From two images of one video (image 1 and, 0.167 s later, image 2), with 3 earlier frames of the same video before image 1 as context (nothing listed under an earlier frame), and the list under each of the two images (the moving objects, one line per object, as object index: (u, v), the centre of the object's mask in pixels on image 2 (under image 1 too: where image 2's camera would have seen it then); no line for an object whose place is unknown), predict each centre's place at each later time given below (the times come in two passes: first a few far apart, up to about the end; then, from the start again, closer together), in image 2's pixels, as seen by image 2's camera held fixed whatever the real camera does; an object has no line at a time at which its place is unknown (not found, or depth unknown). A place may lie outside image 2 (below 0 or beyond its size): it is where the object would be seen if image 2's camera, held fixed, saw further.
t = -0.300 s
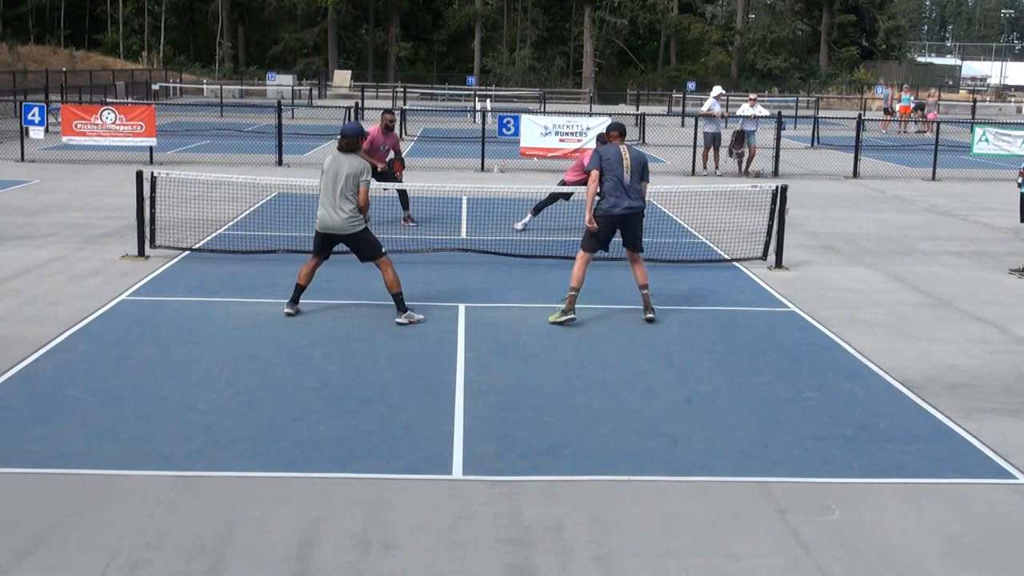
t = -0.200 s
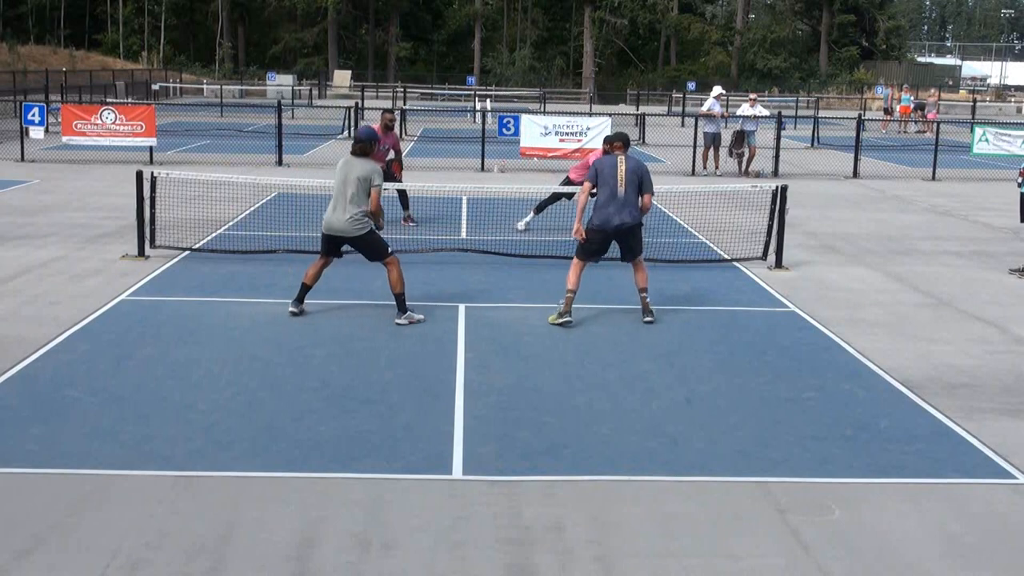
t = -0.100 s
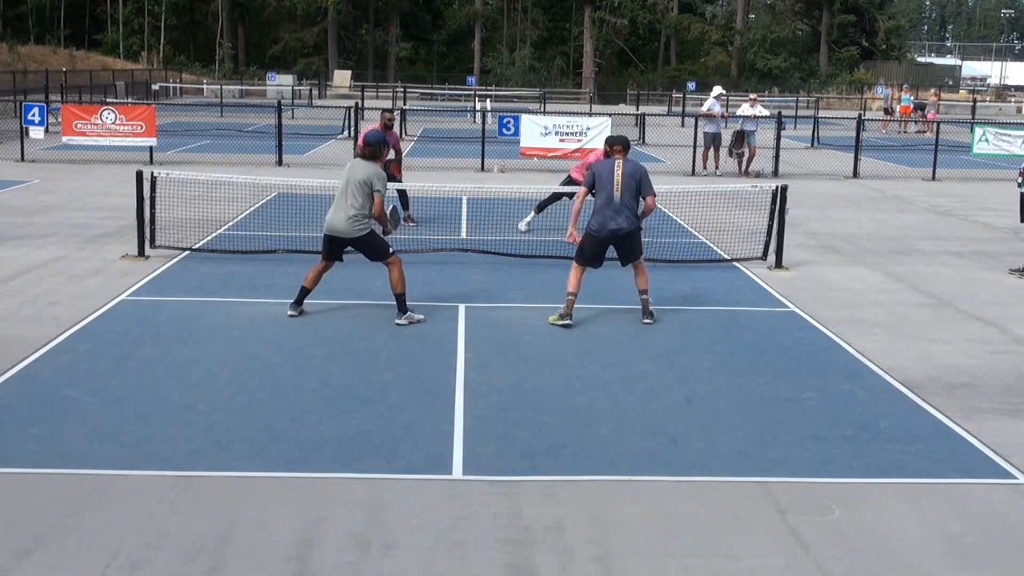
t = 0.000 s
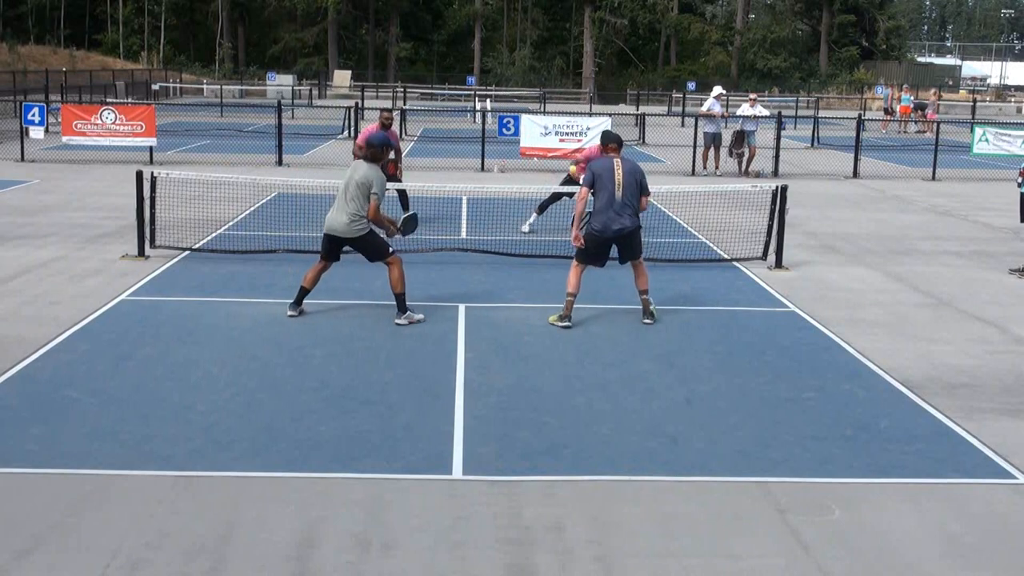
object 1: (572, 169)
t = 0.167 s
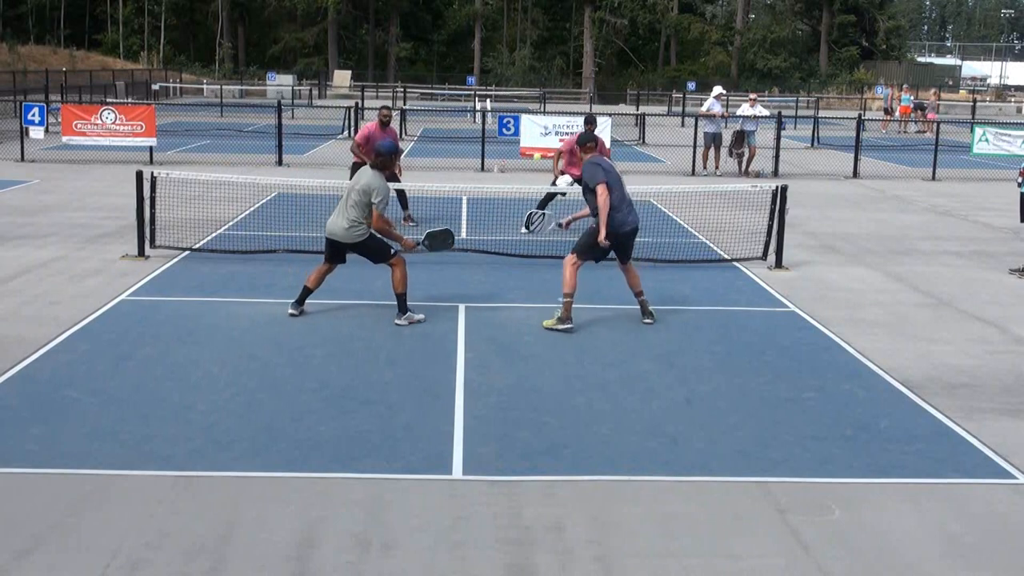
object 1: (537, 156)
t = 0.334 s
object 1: (499, 170)
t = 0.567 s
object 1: (447, 238)
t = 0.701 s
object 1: (422, 264)
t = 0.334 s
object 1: (499, 170)
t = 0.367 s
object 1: (493, 177)
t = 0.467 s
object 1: (470, 203)
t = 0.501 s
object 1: (463, 213)
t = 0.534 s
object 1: (455, 225)
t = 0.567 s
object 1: (447, 238)
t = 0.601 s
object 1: (440, 252)
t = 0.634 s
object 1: (433, 267)
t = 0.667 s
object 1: (427, 272)
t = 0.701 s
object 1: (422, 264)
